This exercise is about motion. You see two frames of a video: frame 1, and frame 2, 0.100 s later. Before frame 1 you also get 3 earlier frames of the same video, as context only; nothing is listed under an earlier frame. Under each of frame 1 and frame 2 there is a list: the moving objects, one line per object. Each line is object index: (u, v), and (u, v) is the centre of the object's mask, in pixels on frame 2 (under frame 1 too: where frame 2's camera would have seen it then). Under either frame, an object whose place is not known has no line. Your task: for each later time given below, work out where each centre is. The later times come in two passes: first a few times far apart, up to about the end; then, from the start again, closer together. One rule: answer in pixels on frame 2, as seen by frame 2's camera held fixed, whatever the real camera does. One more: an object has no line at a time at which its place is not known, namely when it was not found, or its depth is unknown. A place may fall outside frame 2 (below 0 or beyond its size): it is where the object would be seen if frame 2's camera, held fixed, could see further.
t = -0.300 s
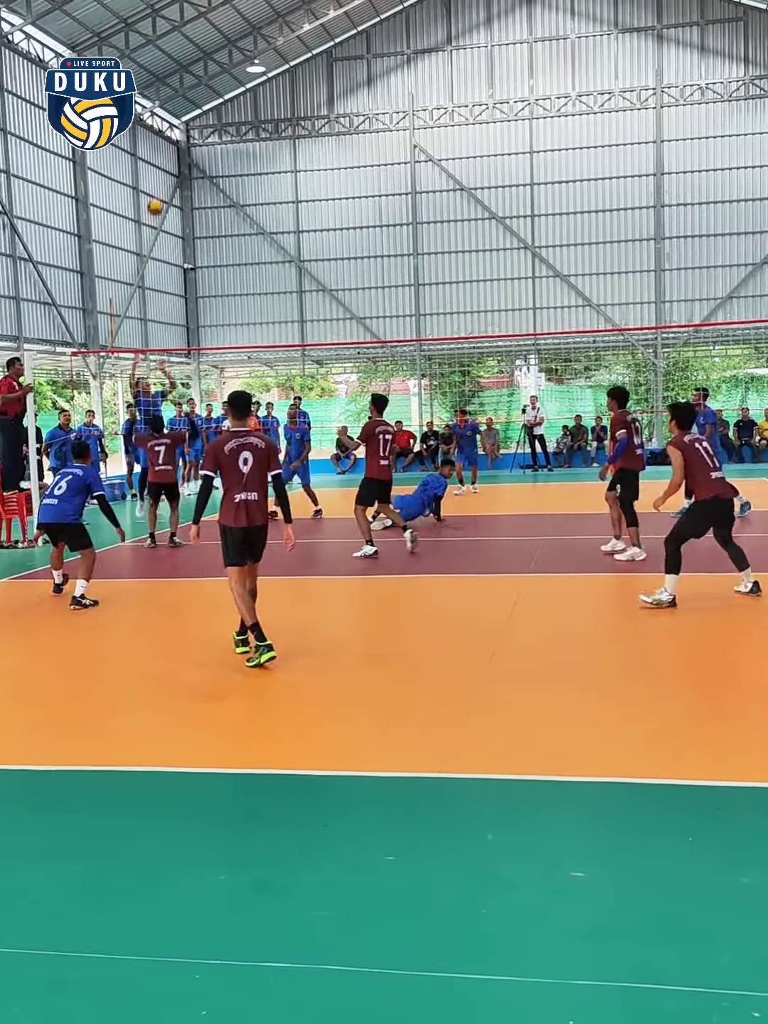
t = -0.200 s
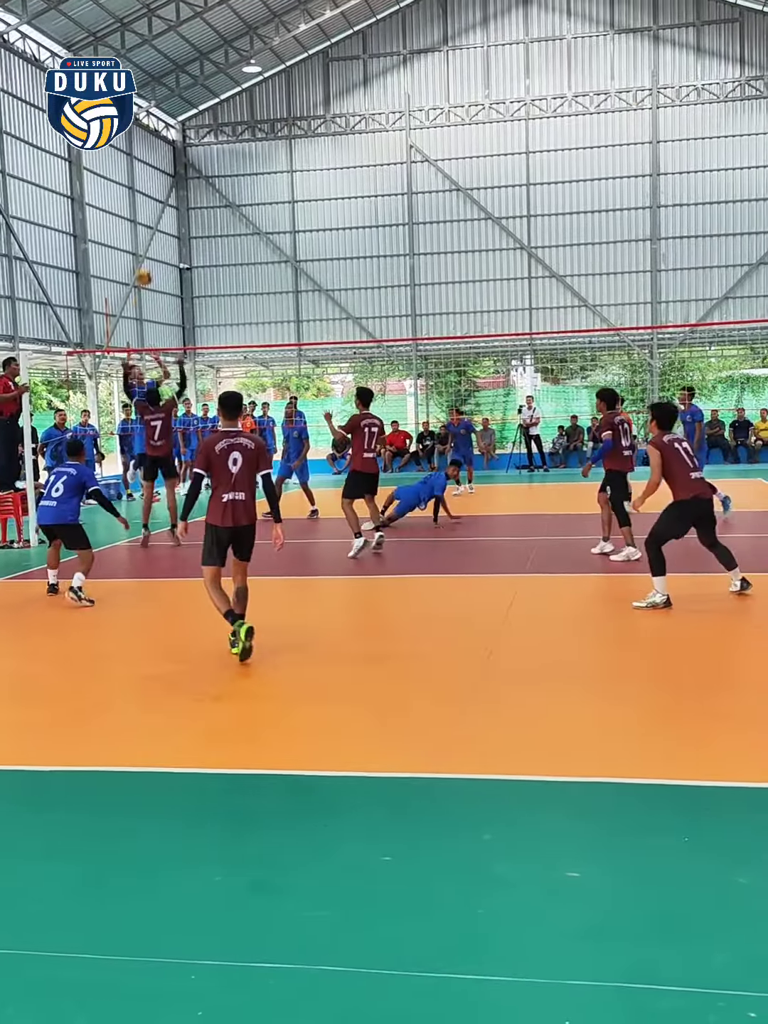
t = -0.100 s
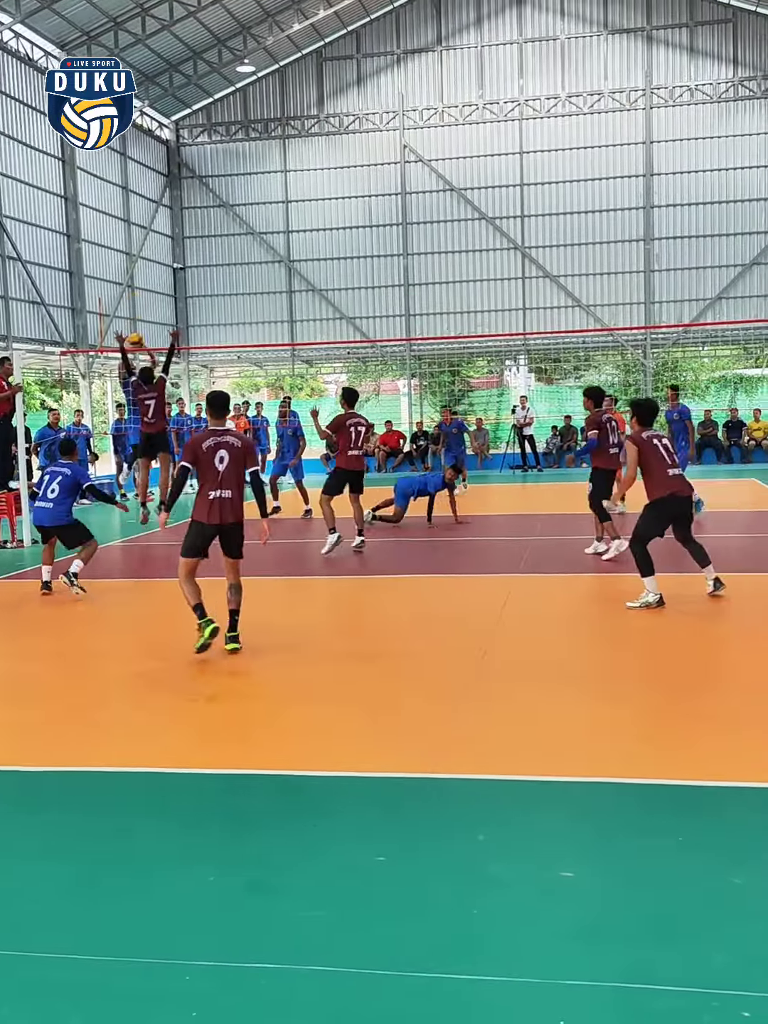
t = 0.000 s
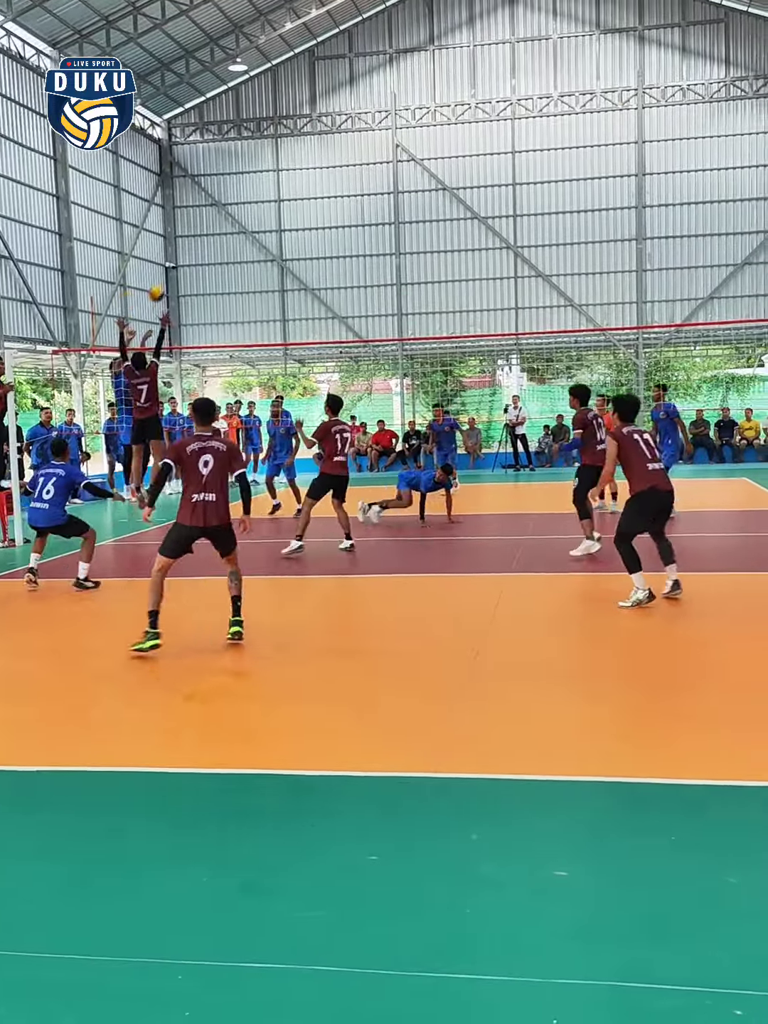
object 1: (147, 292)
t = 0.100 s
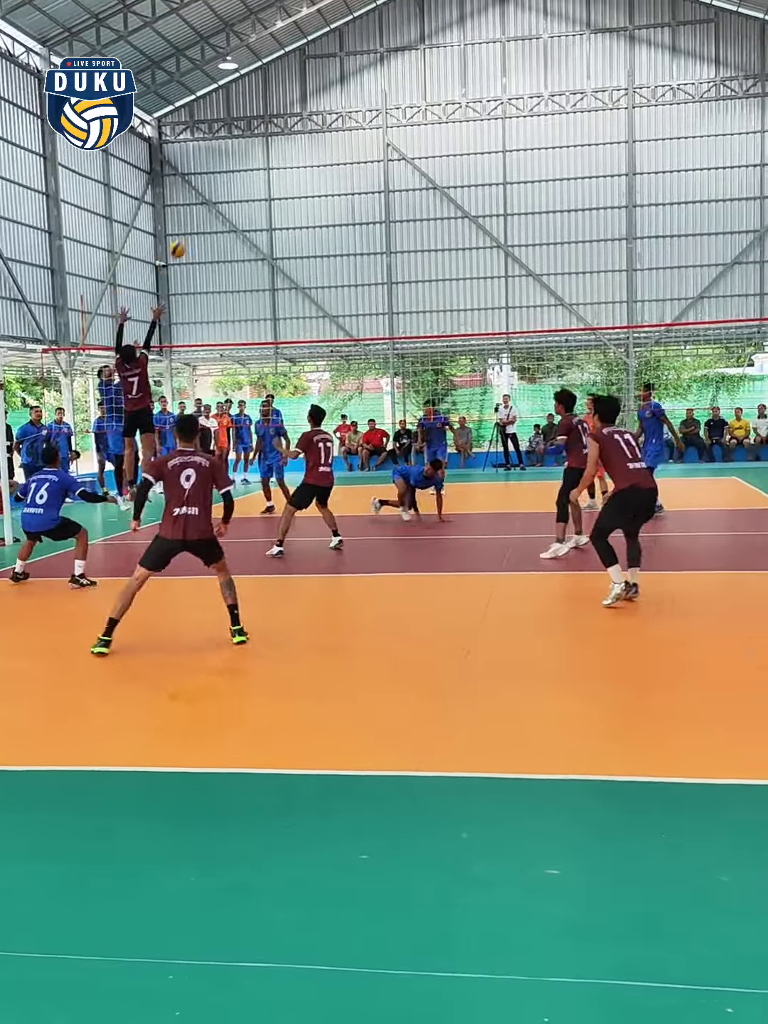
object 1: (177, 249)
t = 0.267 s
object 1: (228, 196)
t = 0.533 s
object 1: (306, 156)
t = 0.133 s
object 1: (187, 237)
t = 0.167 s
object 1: (198, 226)
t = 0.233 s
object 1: (218, 205)
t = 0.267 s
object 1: (228, 196)
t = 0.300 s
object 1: (238, 188)
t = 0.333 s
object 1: (249, 181)
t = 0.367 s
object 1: (259, 174)
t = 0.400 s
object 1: (268, 169)
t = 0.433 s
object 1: (278, 164)
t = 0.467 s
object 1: (287, 161)
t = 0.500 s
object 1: (297, 158)
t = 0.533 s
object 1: (306, 156)
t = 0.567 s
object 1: (316, 155)
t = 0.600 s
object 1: (325, 154)
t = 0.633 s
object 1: (334, 156)
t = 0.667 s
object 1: (344, 157)
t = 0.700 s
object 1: (353, 158)
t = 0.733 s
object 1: (362, 161)
